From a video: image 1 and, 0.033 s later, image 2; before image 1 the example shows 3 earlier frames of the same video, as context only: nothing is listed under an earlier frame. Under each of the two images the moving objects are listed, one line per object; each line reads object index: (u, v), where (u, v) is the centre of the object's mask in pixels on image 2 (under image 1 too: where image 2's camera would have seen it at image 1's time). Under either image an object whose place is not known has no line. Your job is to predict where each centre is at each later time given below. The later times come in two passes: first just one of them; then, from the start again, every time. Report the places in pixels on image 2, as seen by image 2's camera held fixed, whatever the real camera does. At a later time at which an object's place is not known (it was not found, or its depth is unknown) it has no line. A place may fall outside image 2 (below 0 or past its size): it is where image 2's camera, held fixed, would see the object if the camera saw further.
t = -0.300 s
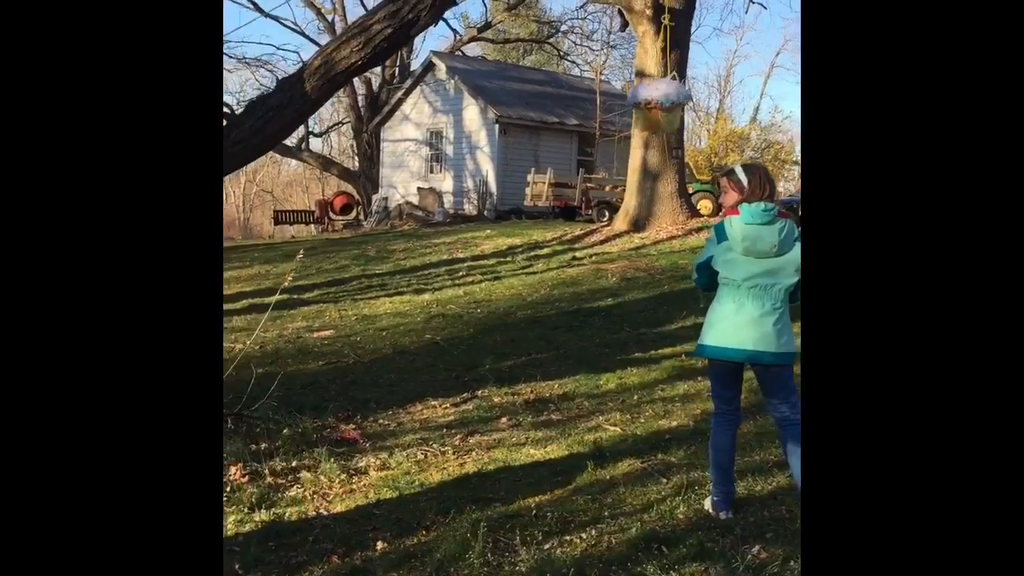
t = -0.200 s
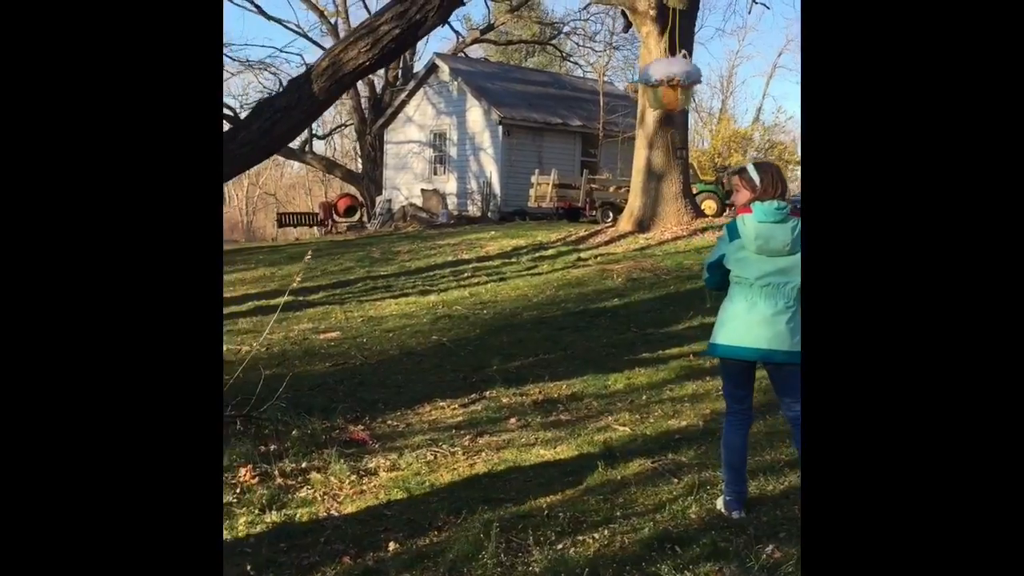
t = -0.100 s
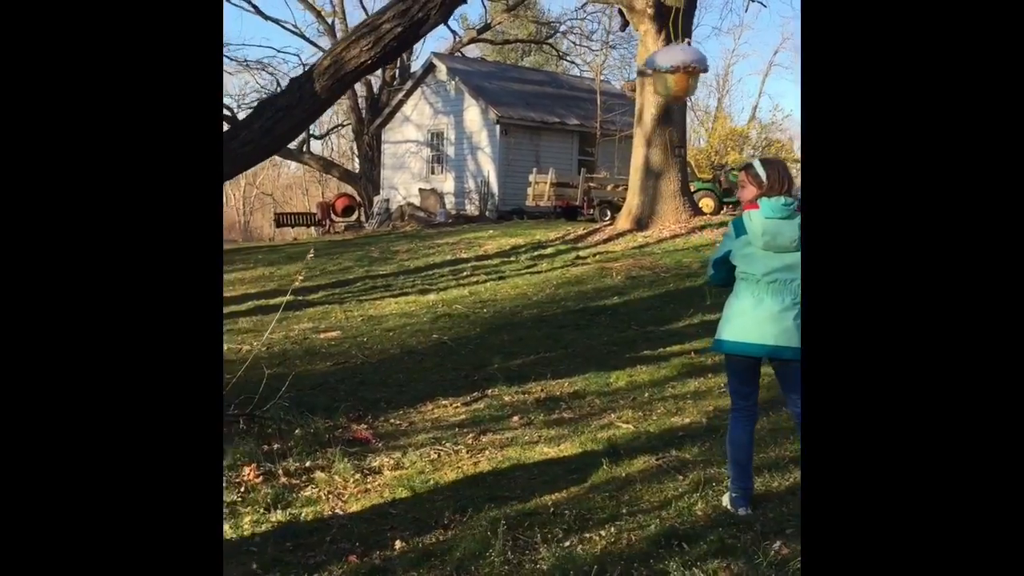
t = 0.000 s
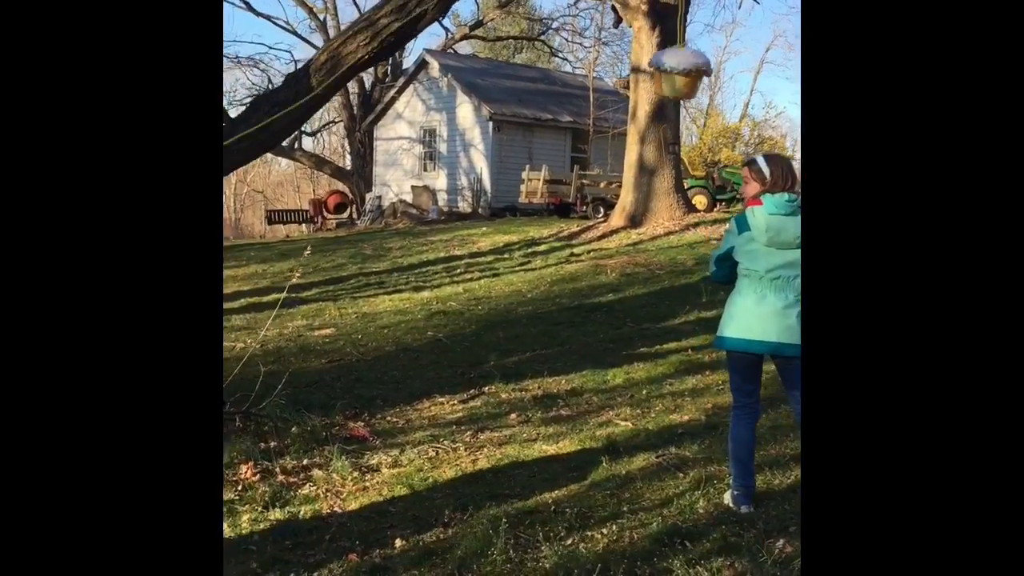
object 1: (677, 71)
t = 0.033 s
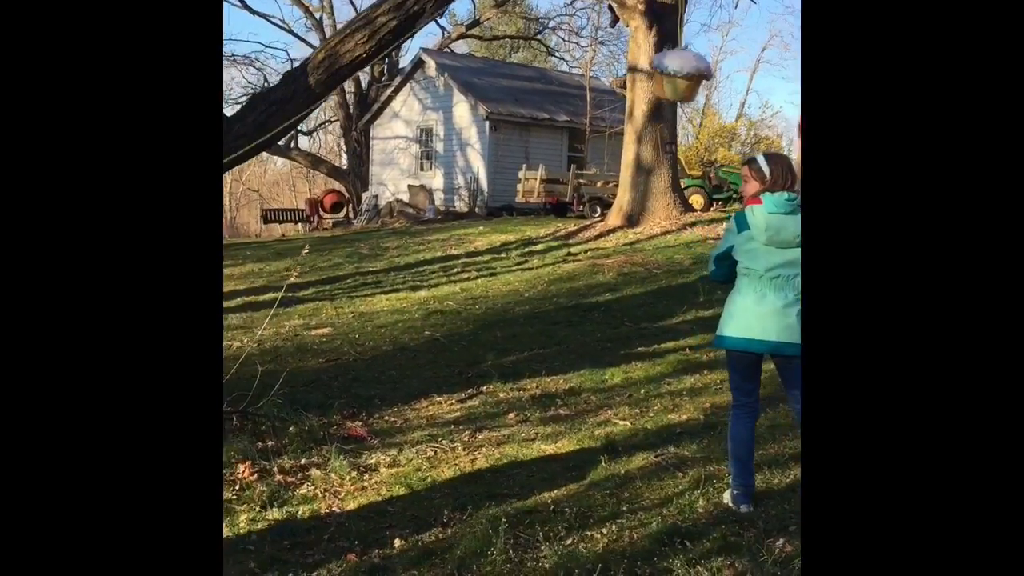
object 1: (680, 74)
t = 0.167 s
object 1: (687, 89)
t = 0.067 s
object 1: (682, 78)
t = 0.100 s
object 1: (684, 82)
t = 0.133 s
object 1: (686, 86)
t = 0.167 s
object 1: (687, 89)
